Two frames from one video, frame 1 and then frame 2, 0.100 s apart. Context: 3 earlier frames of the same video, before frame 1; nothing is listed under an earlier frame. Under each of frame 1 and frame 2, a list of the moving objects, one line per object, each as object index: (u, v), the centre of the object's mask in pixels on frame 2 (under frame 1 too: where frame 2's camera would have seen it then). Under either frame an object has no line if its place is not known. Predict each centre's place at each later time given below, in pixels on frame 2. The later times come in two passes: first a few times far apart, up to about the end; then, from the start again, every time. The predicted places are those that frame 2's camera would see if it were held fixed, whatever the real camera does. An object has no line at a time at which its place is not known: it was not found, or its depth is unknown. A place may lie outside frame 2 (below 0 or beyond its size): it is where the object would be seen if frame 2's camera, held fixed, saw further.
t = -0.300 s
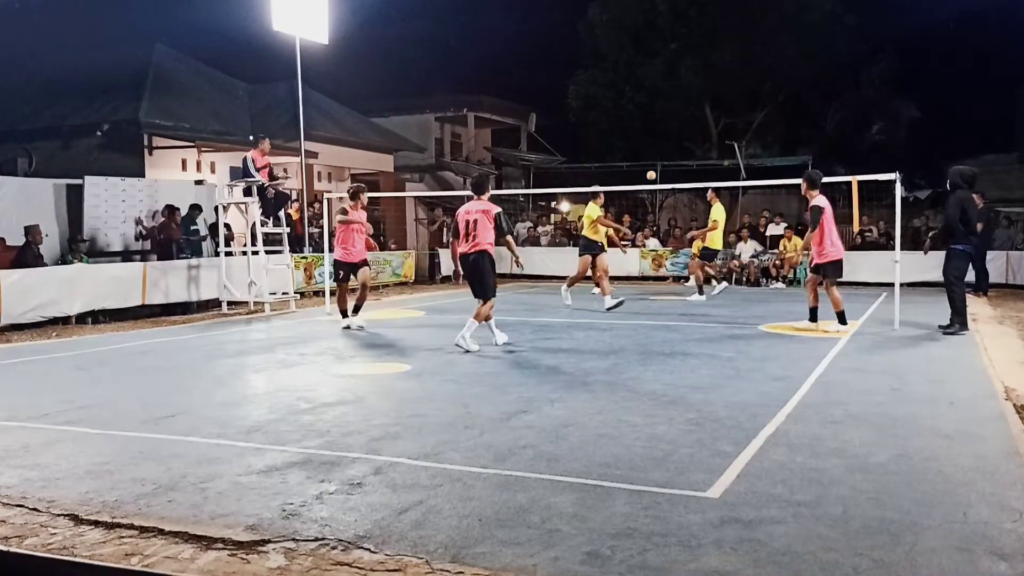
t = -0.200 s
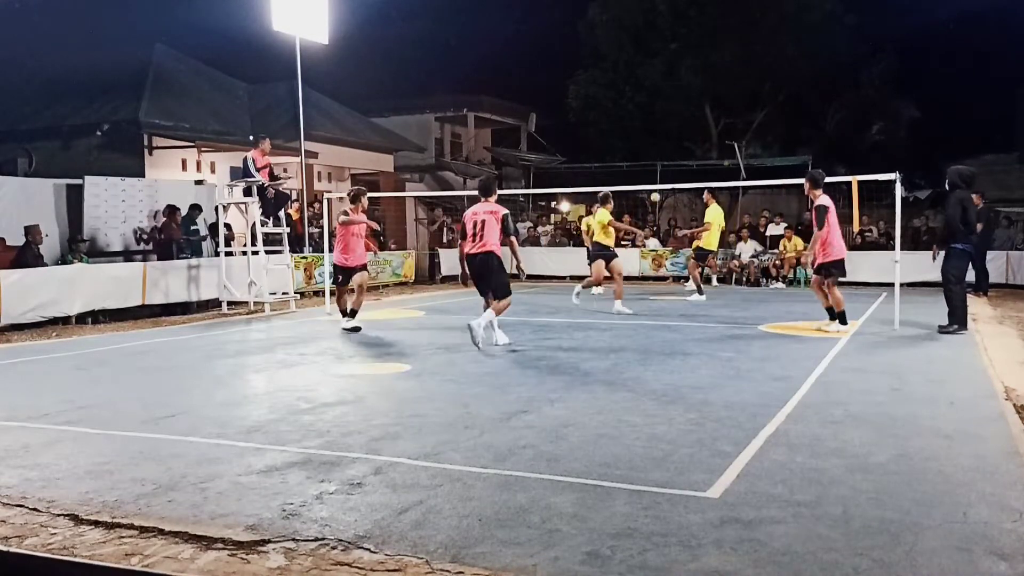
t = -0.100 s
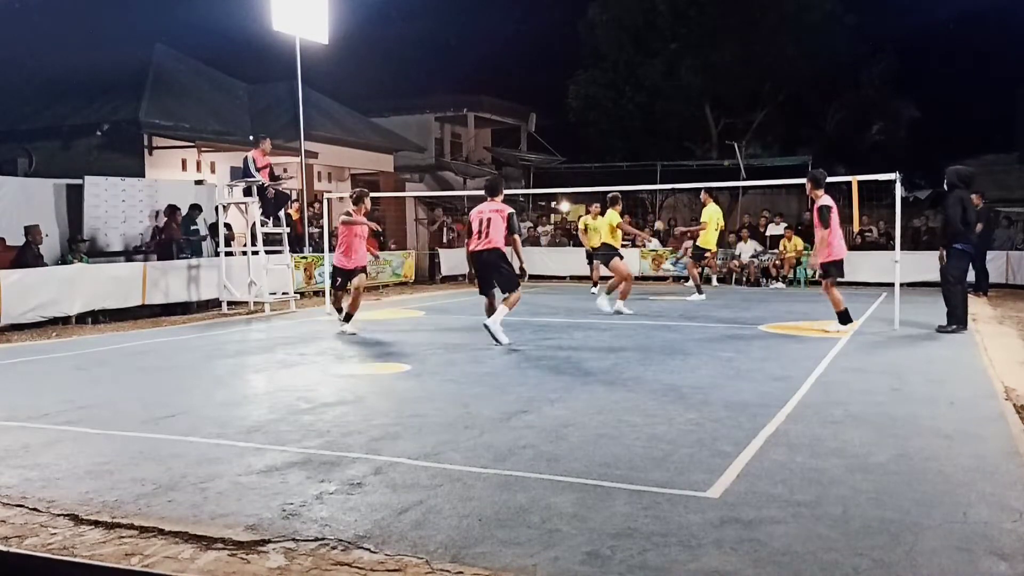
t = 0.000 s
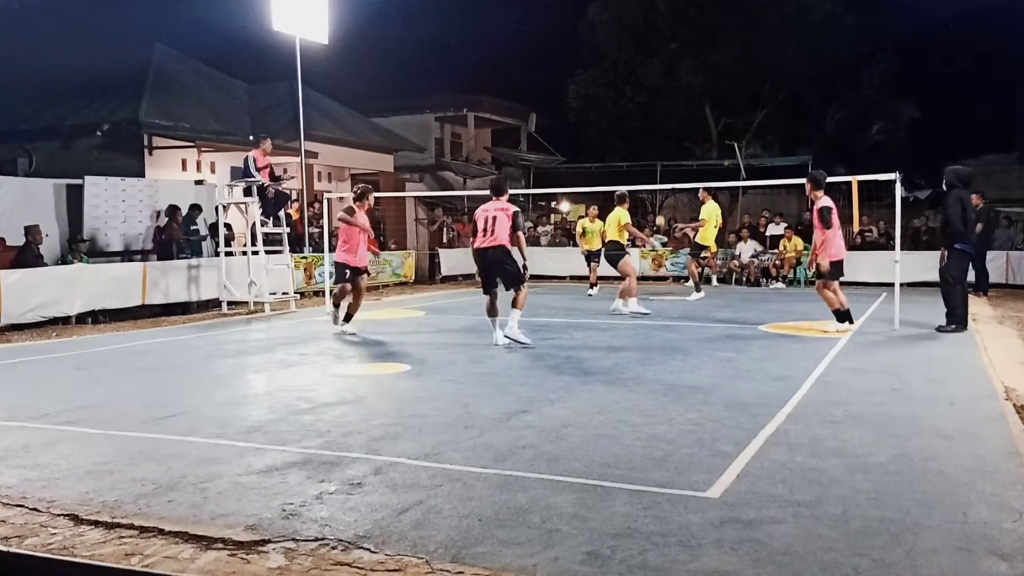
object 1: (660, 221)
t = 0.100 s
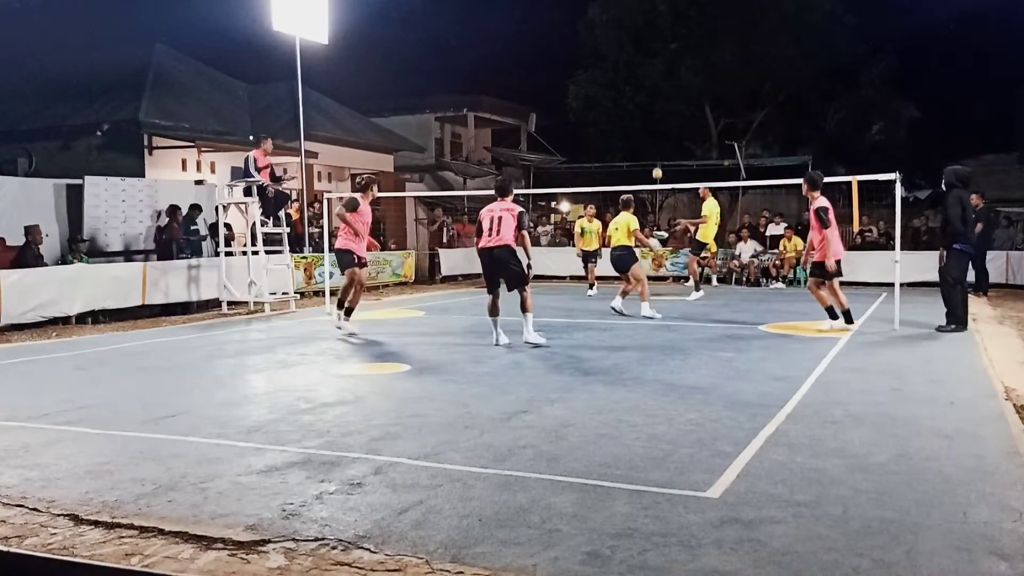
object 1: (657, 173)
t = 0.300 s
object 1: (651, 94)
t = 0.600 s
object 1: (641, 22)
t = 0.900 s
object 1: (631, 12)
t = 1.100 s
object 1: (624, 44)
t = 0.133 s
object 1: (656, 158)
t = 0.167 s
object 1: (655, 144)
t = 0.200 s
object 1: (654, 131)
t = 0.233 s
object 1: (653, 118)
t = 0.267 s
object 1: (652, 106)
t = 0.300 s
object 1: (651, 94)
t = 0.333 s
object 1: (650, 83)
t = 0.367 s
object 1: (649, 73)
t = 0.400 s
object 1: (648, 64)
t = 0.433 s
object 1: (647, 55)
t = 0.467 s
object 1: (646, 47)
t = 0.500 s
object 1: (645, 38)
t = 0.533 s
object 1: (644, 32)
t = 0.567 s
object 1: (642, 26)
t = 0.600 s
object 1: (641, 22)
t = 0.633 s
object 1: (640, 17)
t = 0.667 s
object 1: (639, 14)
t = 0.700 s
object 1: (638, 11)
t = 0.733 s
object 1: (637, 9)
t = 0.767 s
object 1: (636, 8)
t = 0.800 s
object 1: (635, 7)
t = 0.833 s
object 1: (634, 8)
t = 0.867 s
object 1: (632, 9)
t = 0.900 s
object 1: (631, 12)
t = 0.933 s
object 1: (630, 15)
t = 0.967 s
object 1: (629, 19)
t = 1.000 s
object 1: (627, 24)
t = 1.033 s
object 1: (626, 30)
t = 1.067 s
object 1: (625, 36)
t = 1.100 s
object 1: (624, 44)
